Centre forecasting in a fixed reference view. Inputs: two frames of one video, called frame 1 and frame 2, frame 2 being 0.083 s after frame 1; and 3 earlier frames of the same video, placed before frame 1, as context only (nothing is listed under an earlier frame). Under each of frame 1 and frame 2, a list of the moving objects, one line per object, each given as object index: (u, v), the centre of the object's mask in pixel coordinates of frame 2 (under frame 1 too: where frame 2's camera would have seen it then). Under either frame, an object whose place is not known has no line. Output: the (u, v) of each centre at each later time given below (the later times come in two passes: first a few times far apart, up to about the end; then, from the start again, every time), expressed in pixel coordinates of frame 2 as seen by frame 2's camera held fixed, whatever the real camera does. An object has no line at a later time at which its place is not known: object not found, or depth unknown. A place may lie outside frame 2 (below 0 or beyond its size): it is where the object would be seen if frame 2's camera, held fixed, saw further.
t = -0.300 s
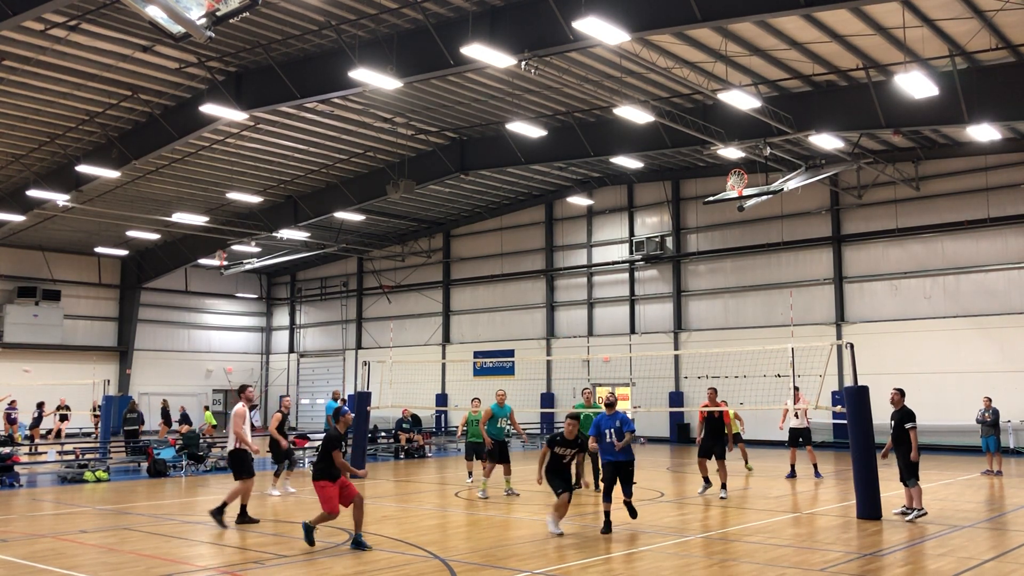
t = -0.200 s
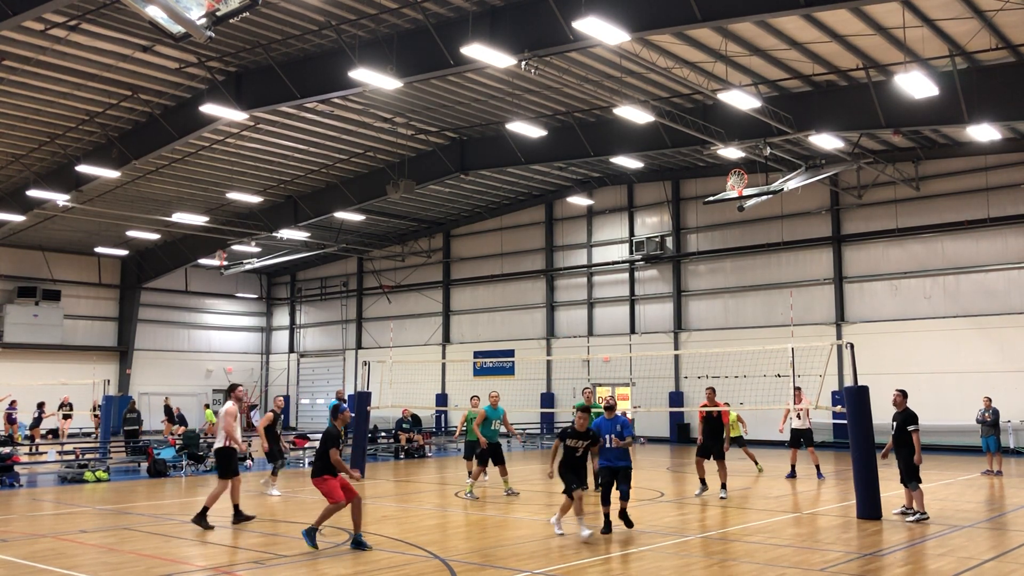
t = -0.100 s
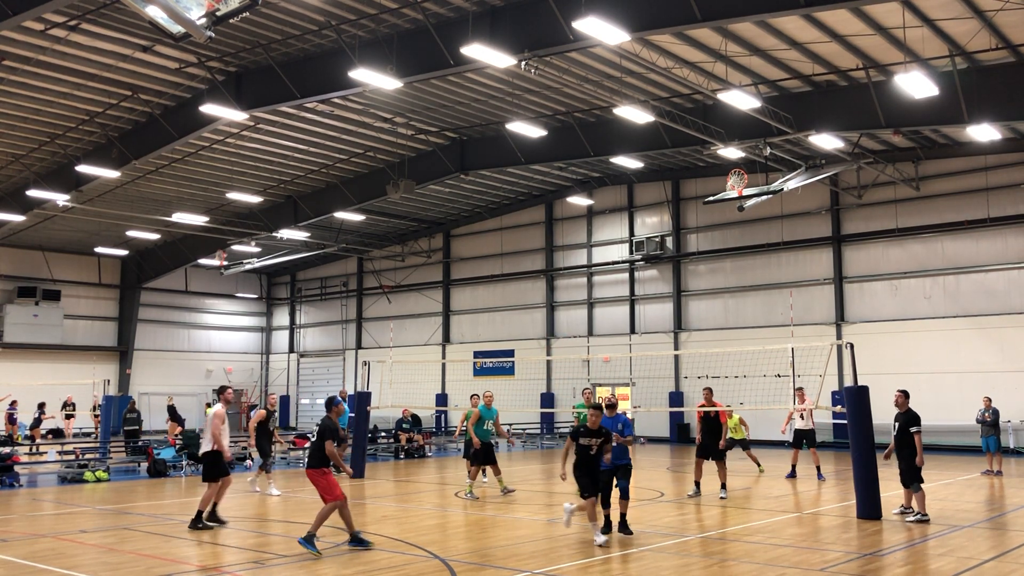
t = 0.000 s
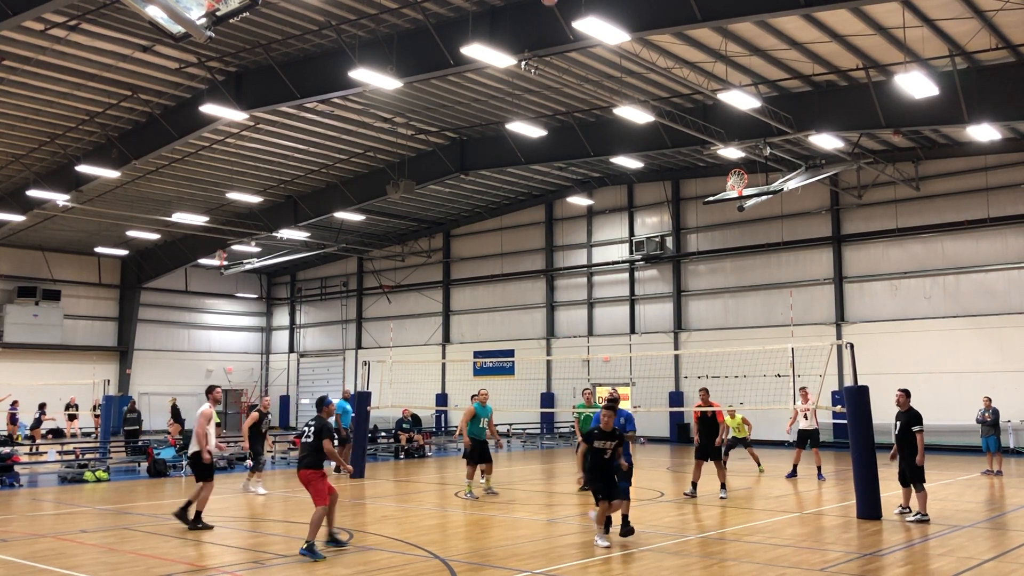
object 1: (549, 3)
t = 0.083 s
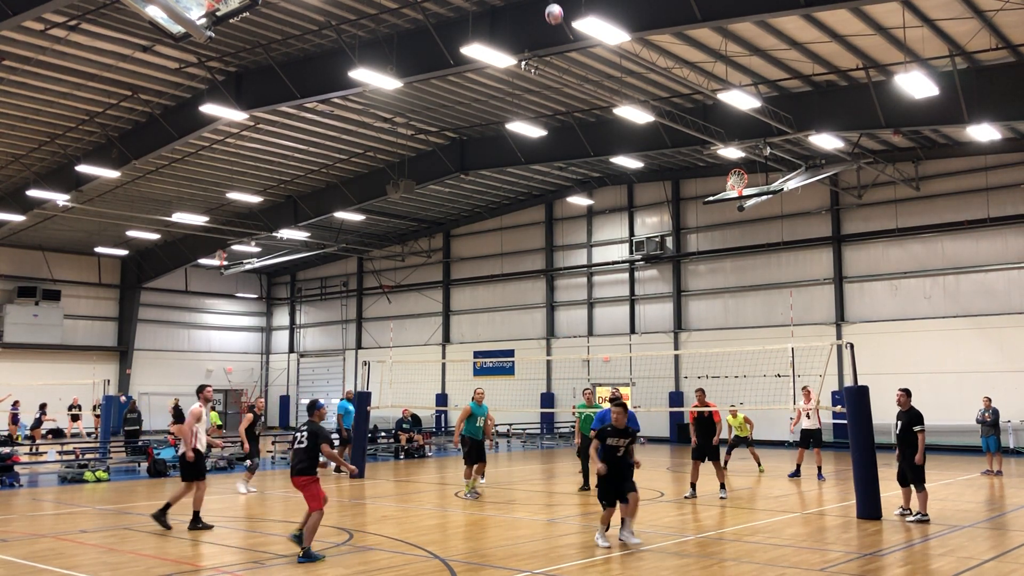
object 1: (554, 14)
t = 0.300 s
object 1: (567, 89)
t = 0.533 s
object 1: (582, 215)
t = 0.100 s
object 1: (555, 18)
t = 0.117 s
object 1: (556, 23)
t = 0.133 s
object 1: (557, 27)
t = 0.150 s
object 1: (558, 33)
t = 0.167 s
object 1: (559, 37)
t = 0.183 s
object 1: (560, 43)
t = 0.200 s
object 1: (561, 49)
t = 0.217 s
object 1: (562, 54)
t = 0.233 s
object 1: (563, 61)
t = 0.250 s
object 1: (564, 67)
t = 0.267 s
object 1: (565, 74)
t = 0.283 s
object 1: (566, 81)
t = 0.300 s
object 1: (567, 89)
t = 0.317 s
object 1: (568, 96)
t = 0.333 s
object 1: (569, 103)
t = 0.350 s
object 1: (570, 112)
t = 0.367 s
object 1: (571, 120)
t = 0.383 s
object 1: (572, 129)
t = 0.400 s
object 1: (574, 137)
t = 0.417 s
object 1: (575, 146)
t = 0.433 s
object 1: (575, 155)
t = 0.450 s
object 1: (577, 165)
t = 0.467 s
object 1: (578, 175)
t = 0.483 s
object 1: (579, 182)
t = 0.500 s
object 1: (580, 192)
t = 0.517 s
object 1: (583, 206)
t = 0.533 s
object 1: (582, 215)
